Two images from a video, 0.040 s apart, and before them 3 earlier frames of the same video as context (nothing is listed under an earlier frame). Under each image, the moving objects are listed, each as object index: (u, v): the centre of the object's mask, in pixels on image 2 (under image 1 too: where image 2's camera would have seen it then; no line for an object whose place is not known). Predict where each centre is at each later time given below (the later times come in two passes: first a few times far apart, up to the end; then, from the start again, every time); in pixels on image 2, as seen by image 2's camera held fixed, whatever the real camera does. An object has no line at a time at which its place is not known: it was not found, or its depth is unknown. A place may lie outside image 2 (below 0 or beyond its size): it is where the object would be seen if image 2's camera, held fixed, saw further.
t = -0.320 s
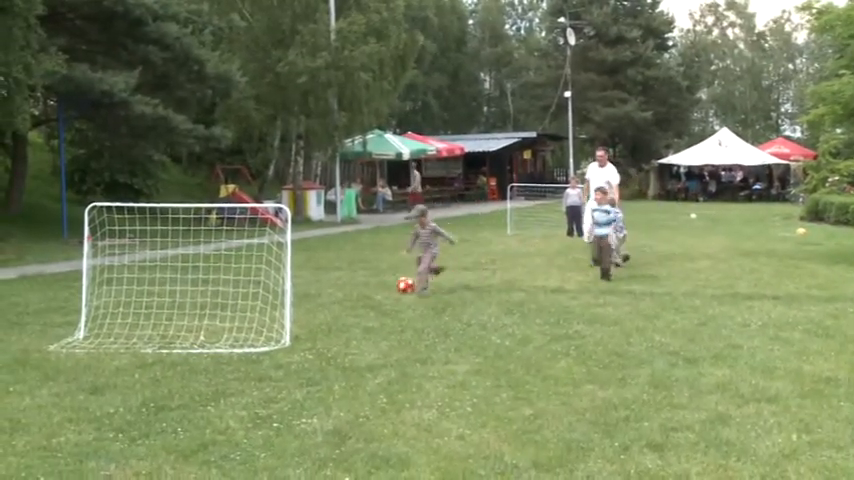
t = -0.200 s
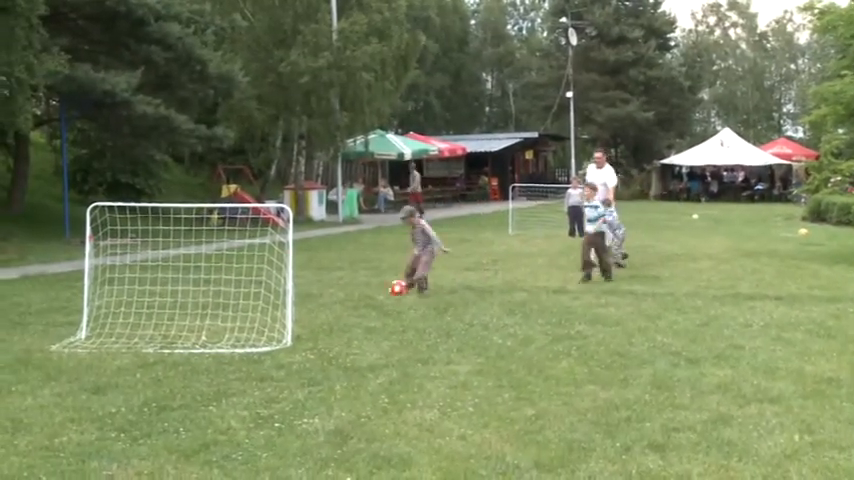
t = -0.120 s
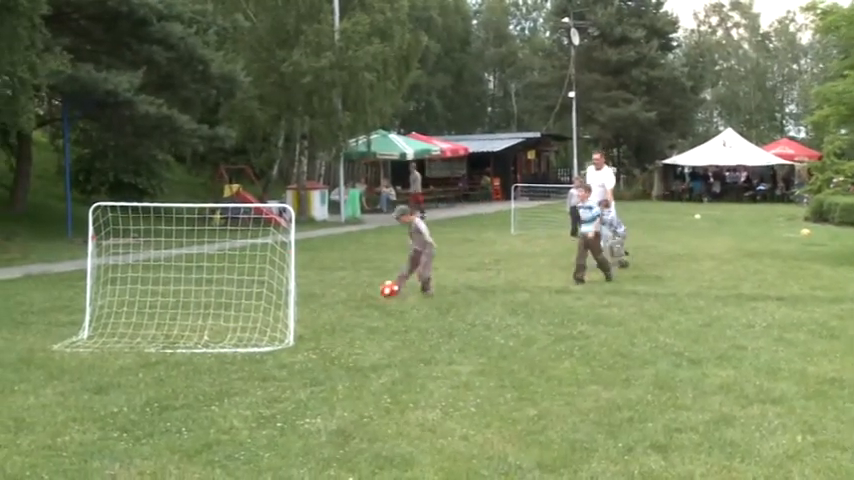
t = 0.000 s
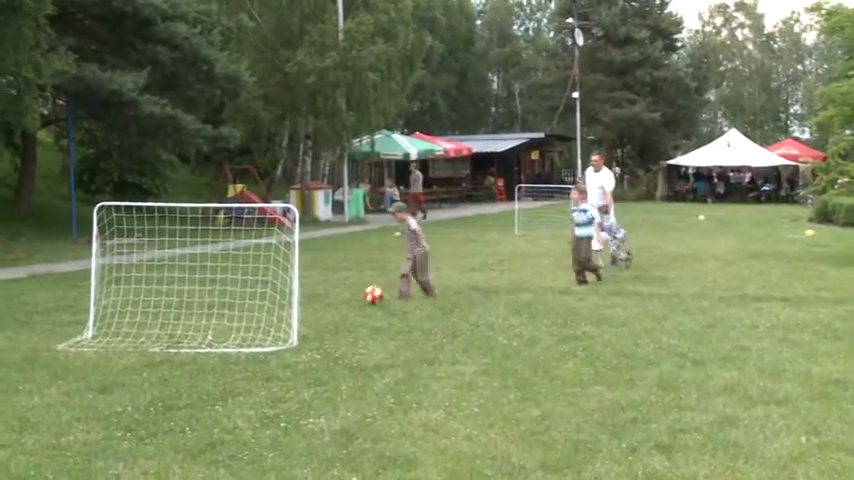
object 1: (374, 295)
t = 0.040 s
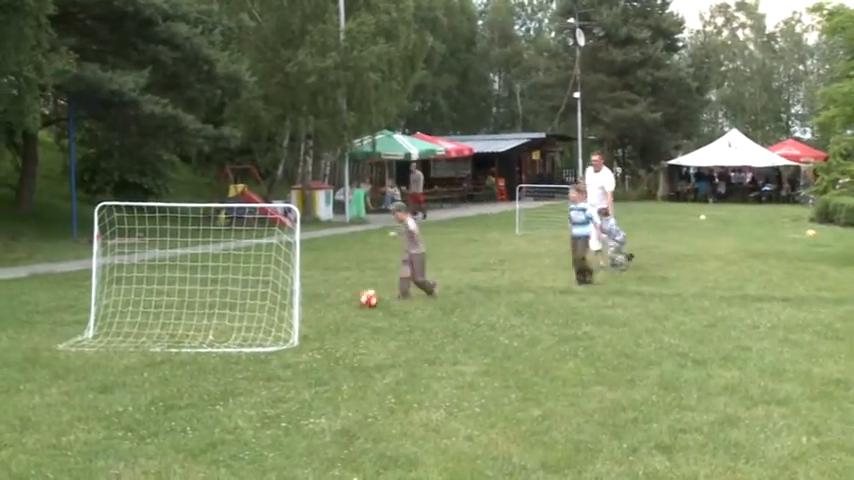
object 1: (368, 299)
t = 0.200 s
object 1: (345, 305)
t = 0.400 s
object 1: (317, 315)
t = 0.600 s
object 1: (285, 323)
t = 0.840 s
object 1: (253, 334)
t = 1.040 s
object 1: (240, 323)
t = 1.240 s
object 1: (251, 334)
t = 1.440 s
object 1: (257, 336)
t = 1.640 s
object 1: (261, 338)
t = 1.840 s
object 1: (260, 338)
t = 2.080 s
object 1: (259, 338)
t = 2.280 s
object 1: (259, 339)
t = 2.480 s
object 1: (259, 338)
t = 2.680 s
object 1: (259, 338)
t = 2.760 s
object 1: (259, 338)
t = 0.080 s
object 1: (361, 302)
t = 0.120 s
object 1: (356, 302)
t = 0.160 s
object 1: (350, 303)
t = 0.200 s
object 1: (345, 305)
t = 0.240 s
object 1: (339, 308)
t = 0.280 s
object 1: (334, 312)
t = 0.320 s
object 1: (327, 312)
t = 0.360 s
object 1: (323, 313)
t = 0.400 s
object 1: (317, 315)
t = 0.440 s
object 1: (312, 317)
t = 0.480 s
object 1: (308, 320)
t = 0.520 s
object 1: (301, 322)
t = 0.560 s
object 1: (294, 322)
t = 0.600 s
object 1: (285, 323)
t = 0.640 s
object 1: (282, 326)
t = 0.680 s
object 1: (275, 328)
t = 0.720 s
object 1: (271, 329)
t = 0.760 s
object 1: (266, 330)
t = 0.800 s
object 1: (259, 330)
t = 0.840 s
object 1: (253, 334)
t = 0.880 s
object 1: (248, 338)
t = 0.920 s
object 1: (243, 336)
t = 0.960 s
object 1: (239, 331)
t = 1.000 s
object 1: (238, 327)
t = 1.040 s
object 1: (240, 323)
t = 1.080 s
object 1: (242, 322)
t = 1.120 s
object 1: (245, 322)
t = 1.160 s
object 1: (246, 324)
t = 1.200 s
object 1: (249, 328)
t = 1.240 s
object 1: (251, 334)
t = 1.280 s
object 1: (253, 339)
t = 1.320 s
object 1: (254, 337)
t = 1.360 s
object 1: (256, 335)
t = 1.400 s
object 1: (257, 335)
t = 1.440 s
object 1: (257, 336)
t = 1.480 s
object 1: (258, 337)
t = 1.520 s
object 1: (259, 338)
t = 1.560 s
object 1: (260, 337)
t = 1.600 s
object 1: (261, 337)
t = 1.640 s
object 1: (261, 338)
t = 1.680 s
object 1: (261, 338)
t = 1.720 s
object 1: (260, 338)
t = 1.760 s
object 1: (260, 338)
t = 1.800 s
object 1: (260, 338)
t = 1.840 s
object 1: (260, 338)
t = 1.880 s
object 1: (259, 338)
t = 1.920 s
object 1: (259, 338)
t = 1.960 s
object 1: (259, 338)
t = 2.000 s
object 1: (259, 338)
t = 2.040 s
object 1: (259, 338)
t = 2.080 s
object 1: (259, 338)
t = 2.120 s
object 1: (259, 338)
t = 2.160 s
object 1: (259, 338)
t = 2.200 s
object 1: (259, 338)
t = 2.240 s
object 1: (259, 338)
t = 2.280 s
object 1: (259, 339)
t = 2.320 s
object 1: (259, 338)
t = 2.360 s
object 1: (259, 339)
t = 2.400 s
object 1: (259, 338)
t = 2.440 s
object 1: (259, 339)
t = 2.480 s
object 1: (259, 338)
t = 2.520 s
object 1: (259, 338)
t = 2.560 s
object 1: (259, 338)
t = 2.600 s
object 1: (259, 338)
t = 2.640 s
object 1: (259, 338)
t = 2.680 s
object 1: (259, 338)
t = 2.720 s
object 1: (259, 338)
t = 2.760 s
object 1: (259, 338)
